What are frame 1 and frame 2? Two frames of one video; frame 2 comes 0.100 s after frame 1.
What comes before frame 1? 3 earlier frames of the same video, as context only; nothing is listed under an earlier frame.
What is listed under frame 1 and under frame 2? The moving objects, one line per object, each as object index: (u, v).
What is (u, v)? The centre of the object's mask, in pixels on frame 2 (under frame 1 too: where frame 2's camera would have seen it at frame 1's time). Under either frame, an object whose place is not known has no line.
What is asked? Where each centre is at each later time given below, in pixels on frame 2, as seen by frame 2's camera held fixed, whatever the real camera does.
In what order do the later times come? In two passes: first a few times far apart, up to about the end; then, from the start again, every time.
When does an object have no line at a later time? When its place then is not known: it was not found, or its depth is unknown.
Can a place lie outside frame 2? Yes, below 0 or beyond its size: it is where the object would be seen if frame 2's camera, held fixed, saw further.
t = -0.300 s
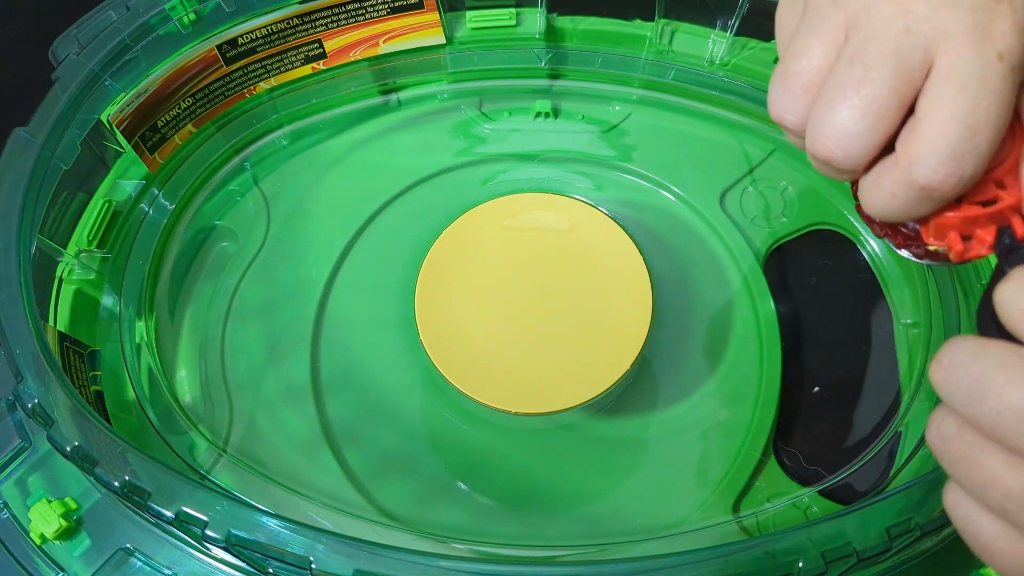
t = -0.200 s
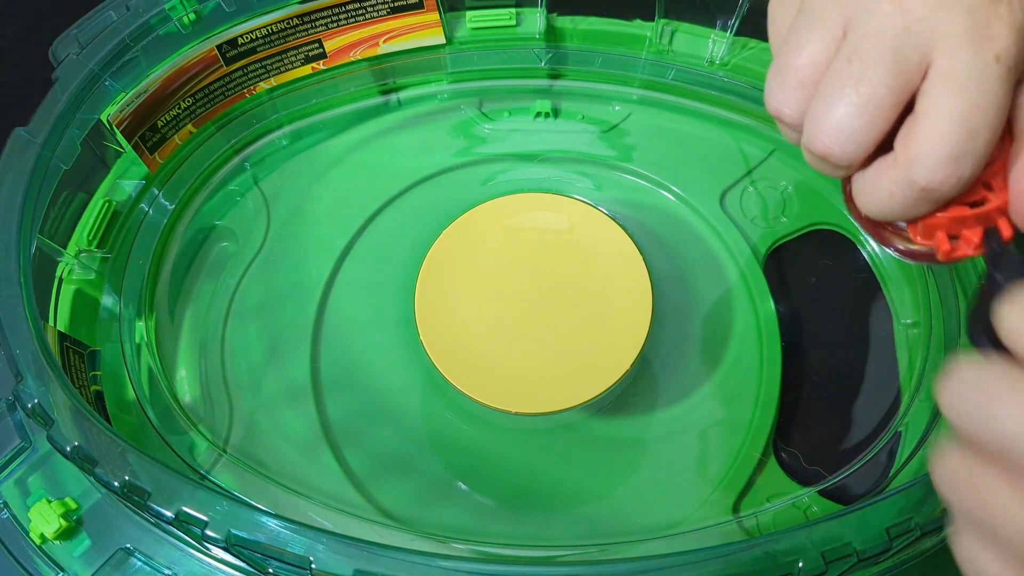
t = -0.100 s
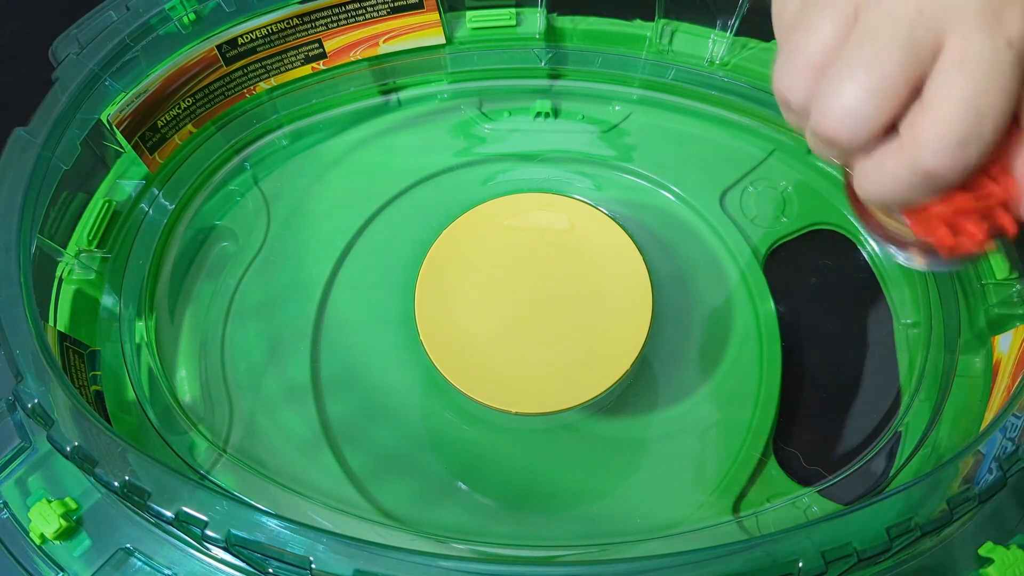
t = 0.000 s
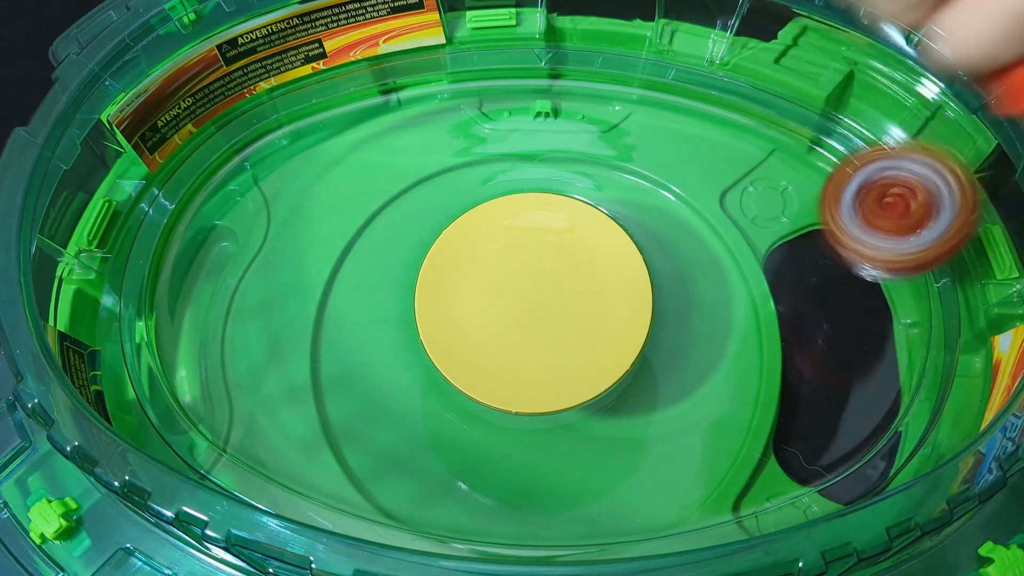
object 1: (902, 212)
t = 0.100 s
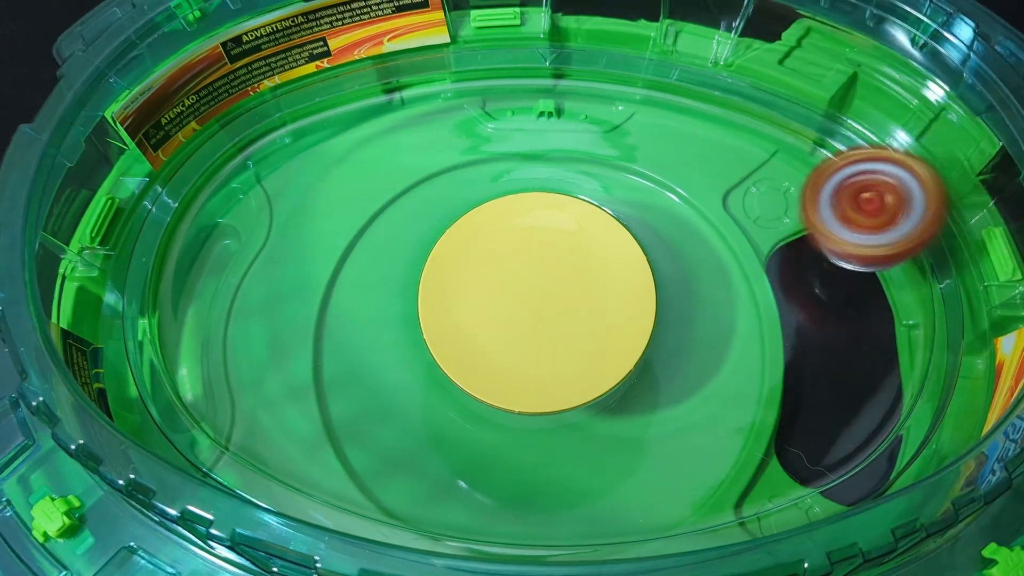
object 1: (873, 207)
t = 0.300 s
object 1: (765, 220)
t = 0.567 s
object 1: (484, 340)
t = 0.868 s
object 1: (263, 413)
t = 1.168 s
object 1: (296, 388)
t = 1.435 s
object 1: (410, 375)
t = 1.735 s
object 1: (604, 267)
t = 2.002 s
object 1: (542, 168)
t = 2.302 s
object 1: (379, 346)
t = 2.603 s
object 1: (523, 314)
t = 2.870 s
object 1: (610, 143)
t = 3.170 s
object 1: (431, 107)
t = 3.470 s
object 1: (337, 235)
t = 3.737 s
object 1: (542, 325)
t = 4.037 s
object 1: (734, 224)
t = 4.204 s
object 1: (735, 164)
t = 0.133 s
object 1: (861, 205)
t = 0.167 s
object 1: (848, 203)
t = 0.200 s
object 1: (830, 203)
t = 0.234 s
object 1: (810, 206)
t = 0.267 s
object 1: (790, 211)
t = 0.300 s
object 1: (765, 220)
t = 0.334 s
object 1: (739, 231)
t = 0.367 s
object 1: (710, 245)
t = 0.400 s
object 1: (679, 262)
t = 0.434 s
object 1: (645, 281)
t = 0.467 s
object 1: (605, 298)
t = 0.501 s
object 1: (564, 312)
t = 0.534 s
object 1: (524, 325)
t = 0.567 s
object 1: (484, 340)
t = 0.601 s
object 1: (446, 349)
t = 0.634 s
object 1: (412, 354)
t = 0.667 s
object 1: (383, 361)
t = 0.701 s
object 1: (358, 369)
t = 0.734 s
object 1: (334, 377)
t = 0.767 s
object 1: (313, 385)
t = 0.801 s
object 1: (294, 394)
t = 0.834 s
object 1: (277, 403)
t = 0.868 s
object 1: (263, 413)
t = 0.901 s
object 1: (258, 411)
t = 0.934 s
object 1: (258, 407)
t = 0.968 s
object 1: (260, 403)
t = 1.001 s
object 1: (263, 399)
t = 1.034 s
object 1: (267, 395)
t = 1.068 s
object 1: (272, 393)
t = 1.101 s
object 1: (279, 391)
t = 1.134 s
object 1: (287, 389)
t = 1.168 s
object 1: (296, 388)
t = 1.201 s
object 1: (307, 387)
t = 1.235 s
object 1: (318, 386)
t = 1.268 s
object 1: (331, 385)
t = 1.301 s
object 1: (343, 384)
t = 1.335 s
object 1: (358, 383)
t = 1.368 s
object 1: (374, 381)
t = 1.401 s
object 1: (391, 379)
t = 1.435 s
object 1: (410, 375)
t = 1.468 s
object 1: (428, 371)
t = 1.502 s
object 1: (444, 366)
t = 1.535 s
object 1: (465, 361)
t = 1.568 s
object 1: (491, 353)
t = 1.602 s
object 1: (521, 340)
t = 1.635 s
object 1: (545, 323)
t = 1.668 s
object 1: (568, 305)
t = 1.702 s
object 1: (589, 286)
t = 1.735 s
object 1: (604, 267)
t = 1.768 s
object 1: (614, 247)
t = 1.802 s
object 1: (621, 226)
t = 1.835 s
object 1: (620, 207)
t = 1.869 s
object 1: (613, 190)
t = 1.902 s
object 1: (603, 177)
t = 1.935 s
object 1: (585, 169)
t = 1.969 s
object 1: (565, 166)
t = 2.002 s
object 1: (542, 168)
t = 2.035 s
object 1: (515, 175)
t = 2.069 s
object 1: (484, 188)
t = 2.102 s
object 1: (458, 205)
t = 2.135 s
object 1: (433, 225)
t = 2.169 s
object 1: (412, 252)
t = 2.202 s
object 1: (402, 280)
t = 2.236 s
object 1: (391, 306)
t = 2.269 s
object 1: (384, 331)
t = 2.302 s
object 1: (379, 346)
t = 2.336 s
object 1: (377, 362)
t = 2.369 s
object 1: (381, 369)
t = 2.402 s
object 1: (387, 374)
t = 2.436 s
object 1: (401, 372)
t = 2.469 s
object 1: (416, 367)
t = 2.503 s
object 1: (438, 358)
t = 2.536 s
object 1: (460, 348)
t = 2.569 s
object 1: (494, 334)
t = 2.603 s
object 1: (523, 314)
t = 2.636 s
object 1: (553, 294)
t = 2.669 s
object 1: (576, 272)
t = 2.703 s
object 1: (595, 250)
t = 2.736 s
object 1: (610, 226)
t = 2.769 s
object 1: (618, 201)
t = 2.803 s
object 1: (622, 179)
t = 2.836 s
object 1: (618, 161)
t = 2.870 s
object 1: (610, 143)
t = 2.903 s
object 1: (601, 128)
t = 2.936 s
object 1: (586, 114)
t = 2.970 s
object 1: (571, 103)
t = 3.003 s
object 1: (551, 96)
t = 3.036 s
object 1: (530, 91)
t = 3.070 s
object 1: (508, 90)
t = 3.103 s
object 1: (481, 93)
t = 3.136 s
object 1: (456, 98)
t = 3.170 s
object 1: (431, 107)
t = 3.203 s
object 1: (405, 118)
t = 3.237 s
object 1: (386, 130)
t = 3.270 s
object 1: (368, 145)
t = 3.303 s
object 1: (351, 159)
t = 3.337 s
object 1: (341, 172)
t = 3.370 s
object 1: (334, 189)
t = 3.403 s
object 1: (329, 205)
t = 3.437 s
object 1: (331, 219)
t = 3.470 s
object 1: (337, 235)
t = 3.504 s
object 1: (345, 251)
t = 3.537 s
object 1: (357, 263)
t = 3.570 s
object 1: (376, 274)
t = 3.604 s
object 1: (396, 287)
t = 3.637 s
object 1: (421, 299)
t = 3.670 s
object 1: (458, 311)
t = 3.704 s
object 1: (503, 319)
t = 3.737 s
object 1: (542, 325)
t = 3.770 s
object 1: (578, 326)
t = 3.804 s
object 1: (613, 322)
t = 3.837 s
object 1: (645, 314)
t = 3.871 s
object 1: (670, 302)
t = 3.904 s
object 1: (687, 287)
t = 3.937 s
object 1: (701, 272)
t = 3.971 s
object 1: (712, 255)
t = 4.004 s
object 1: (723, 239)
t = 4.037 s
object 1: (734, 224)
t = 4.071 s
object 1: (742, 209)
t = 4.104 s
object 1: (746, 196)
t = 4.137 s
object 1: (746, 183)
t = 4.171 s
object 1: (743, 173)
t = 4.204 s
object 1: (735, 164)
